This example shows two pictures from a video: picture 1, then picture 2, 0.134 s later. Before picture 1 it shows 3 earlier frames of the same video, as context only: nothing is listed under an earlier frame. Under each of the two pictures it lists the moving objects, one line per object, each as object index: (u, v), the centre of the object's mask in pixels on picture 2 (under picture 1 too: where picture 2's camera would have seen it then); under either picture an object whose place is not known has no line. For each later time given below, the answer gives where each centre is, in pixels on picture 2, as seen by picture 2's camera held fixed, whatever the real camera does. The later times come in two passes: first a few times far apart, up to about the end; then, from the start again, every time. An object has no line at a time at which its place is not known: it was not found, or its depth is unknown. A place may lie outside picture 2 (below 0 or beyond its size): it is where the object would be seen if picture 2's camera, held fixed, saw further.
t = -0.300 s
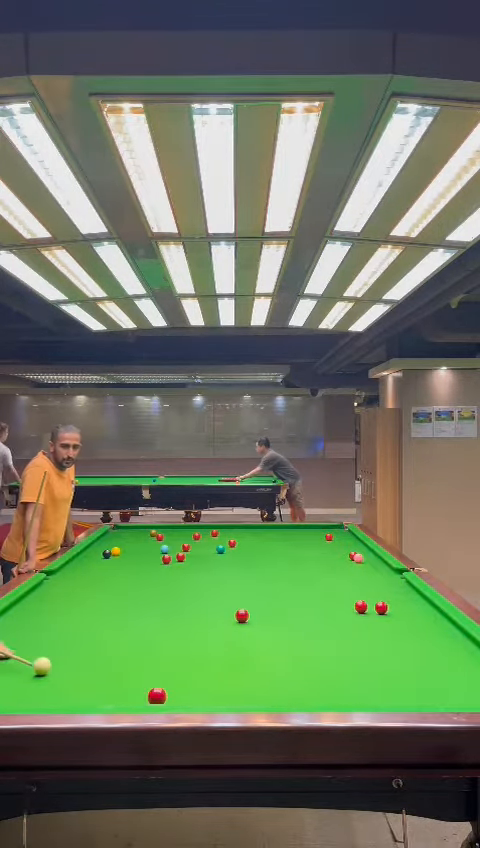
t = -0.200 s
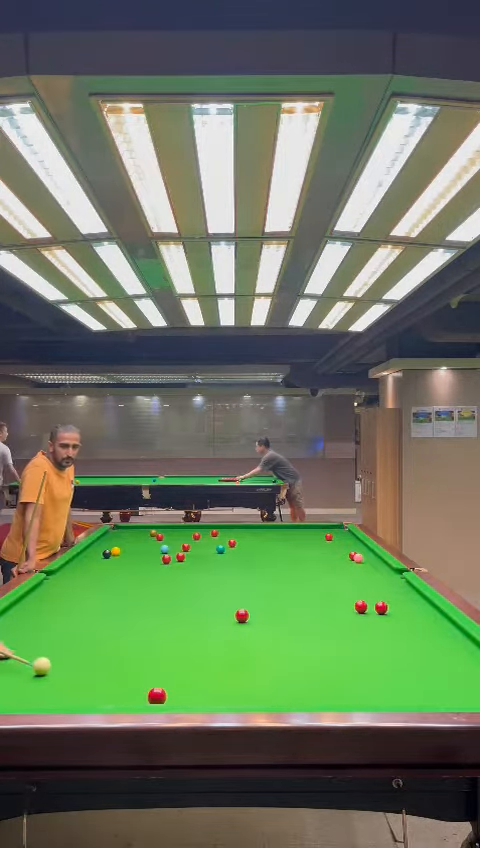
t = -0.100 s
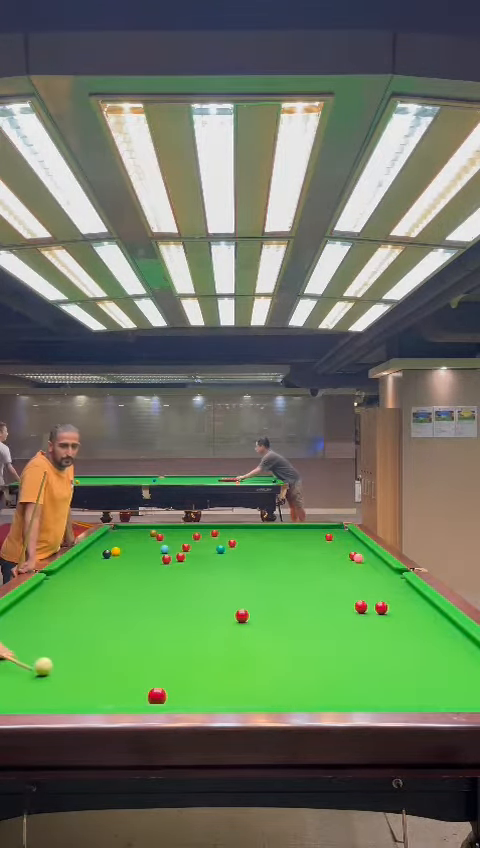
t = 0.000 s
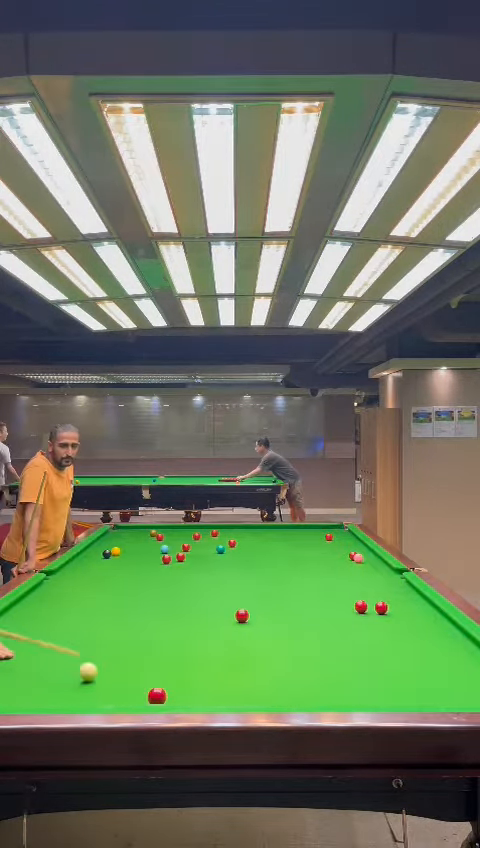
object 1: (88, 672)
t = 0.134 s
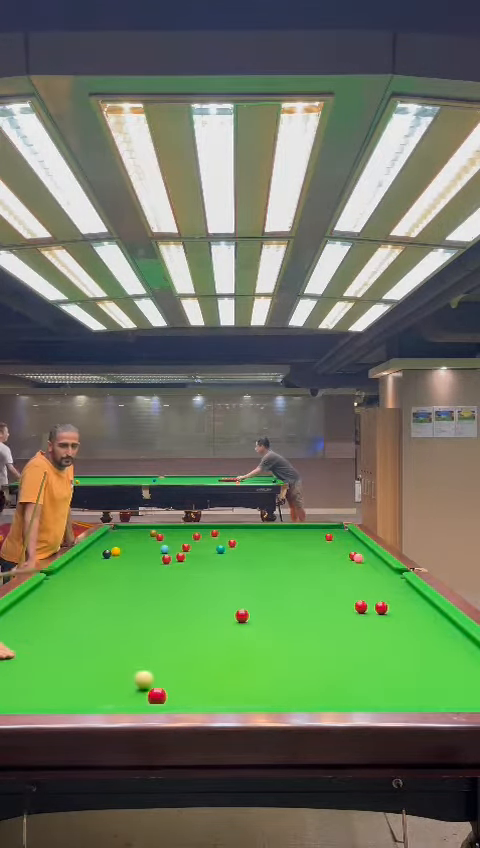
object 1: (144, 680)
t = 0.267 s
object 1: (190, 686)
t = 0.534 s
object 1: (279, 694)
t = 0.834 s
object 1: (378, 699)
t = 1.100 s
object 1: (449, 695)
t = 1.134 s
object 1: (457, 695)
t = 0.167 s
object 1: (156, 680)
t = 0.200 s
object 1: (169, 682)
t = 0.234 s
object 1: (179, 684)
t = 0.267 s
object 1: (190, 686)
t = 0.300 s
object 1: (201, 687)
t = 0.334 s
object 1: (212, 688)
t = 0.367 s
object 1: (223, 690)
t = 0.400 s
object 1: (234, 691)
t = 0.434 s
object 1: (245, 692)
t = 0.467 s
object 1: (256, 693)
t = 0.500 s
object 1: (267, 694)
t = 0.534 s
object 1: (279, 694)
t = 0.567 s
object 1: (290, 695)
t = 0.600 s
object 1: (301, 696)
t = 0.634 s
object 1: (313, 697)
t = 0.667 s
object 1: (325, 697)
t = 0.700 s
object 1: (336, 698)
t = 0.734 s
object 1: (348, 699)
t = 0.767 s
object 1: (360, 699)
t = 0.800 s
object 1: (369, 699)
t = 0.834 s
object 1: (378, 699)
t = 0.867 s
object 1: (387, 698)
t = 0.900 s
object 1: (396, 698)
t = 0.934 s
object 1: (405, 697)
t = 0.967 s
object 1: (414, 696)
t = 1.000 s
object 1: (423, 696)
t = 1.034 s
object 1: (431, 696)
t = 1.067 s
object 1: (440, 695)
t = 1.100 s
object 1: (449, 695)
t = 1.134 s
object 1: (457, 695)
